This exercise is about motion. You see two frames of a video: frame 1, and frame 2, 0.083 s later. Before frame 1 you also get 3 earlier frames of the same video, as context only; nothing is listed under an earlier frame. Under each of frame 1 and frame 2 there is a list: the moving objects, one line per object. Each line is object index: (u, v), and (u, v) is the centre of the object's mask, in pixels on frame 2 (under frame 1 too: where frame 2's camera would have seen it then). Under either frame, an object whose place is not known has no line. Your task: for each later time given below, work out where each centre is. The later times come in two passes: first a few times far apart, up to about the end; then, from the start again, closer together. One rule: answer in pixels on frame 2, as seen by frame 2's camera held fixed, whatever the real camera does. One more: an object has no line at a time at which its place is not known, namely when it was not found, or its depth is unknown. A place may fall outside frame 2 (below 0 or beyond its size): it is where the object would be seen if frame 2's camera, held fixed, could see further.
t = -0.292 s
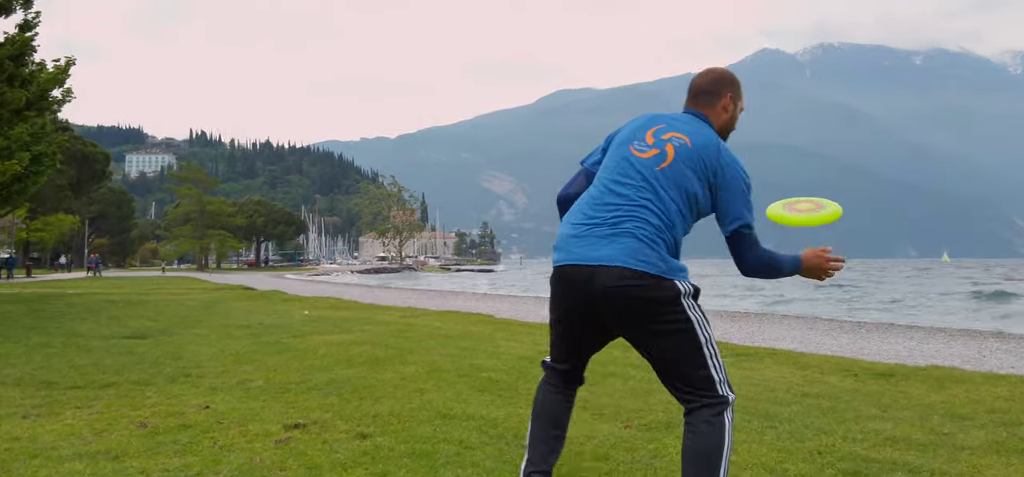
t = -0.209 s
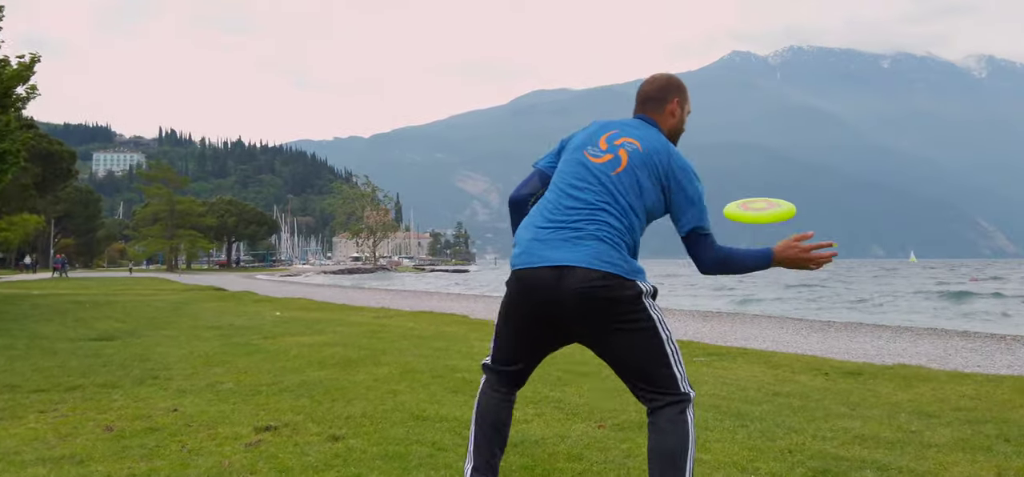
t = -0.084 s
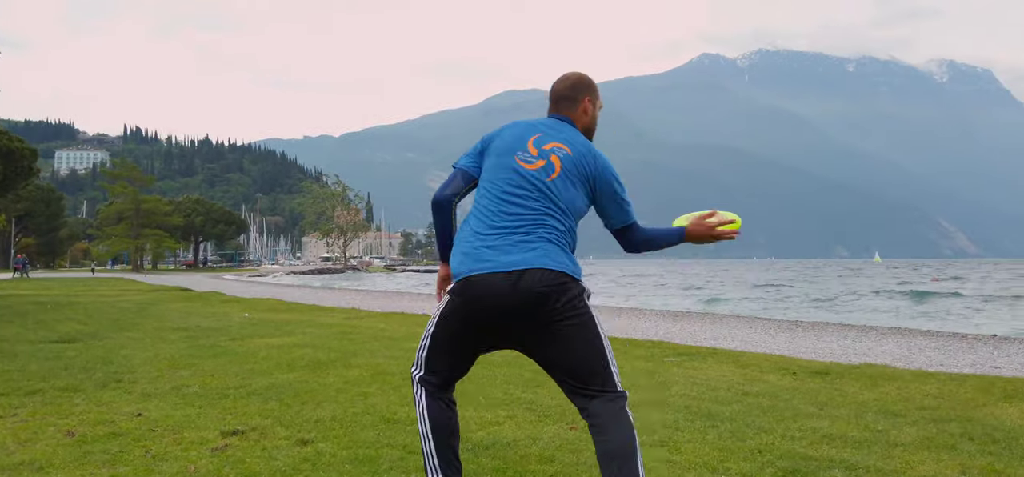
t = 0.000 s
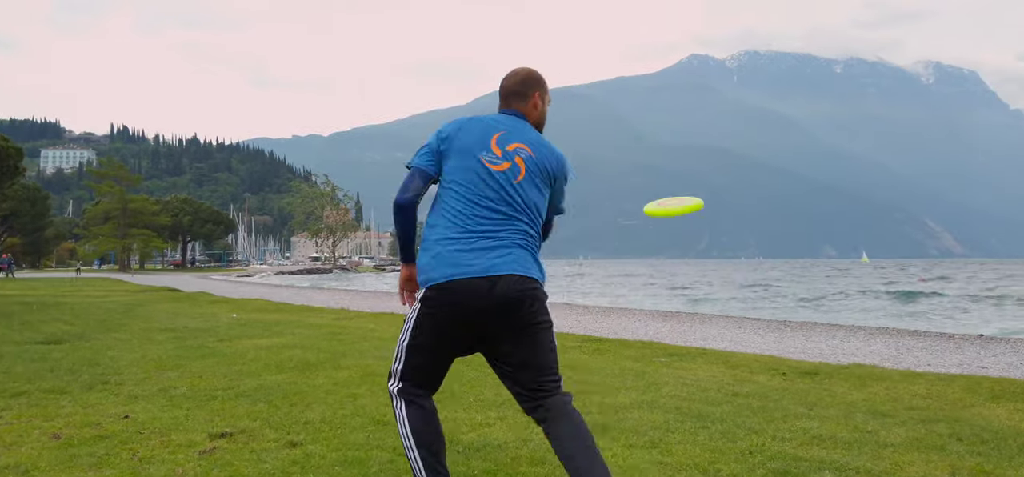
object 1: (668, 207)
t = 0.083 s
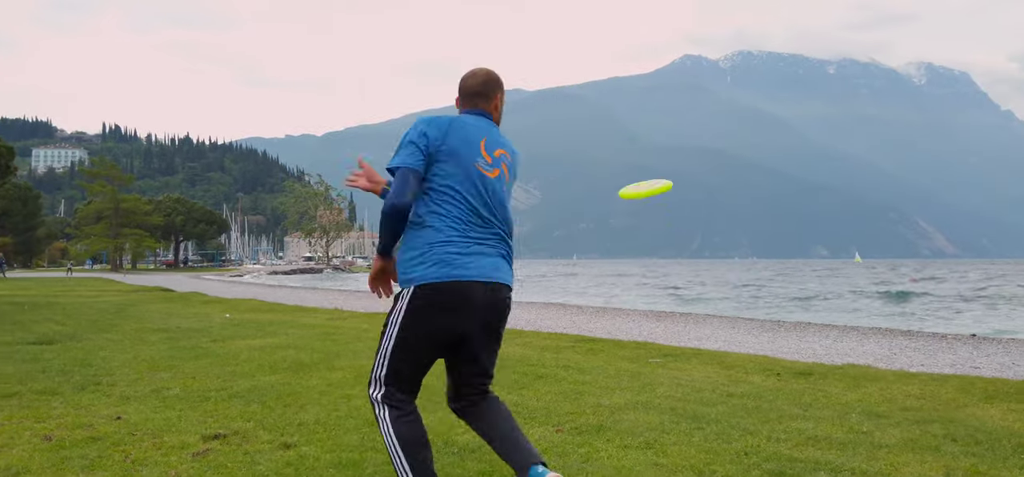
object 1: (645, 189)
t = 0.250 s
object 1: (603, 155)
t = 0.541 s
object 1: (533, 123)
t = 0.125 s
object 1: (637, 182)
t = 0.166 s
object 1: (625, 171)
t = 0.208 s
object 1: (616, 165)
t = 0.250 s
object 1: (603, 155)
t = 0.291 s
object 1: (594, 149)
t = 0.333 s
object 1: (583, 141)
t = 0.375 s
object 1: (574, 136)
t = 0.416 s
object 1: (562, 131)
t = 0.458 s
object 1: (553, 127)
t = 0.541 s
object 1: (533, 123)
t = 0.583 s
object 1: (521, 123)
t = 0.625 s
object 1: (513, 123)
